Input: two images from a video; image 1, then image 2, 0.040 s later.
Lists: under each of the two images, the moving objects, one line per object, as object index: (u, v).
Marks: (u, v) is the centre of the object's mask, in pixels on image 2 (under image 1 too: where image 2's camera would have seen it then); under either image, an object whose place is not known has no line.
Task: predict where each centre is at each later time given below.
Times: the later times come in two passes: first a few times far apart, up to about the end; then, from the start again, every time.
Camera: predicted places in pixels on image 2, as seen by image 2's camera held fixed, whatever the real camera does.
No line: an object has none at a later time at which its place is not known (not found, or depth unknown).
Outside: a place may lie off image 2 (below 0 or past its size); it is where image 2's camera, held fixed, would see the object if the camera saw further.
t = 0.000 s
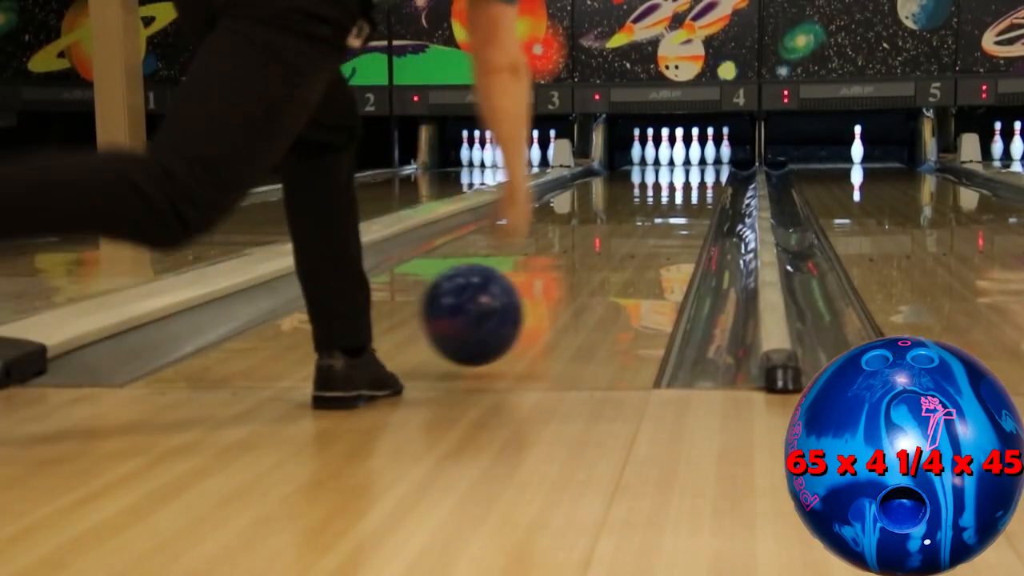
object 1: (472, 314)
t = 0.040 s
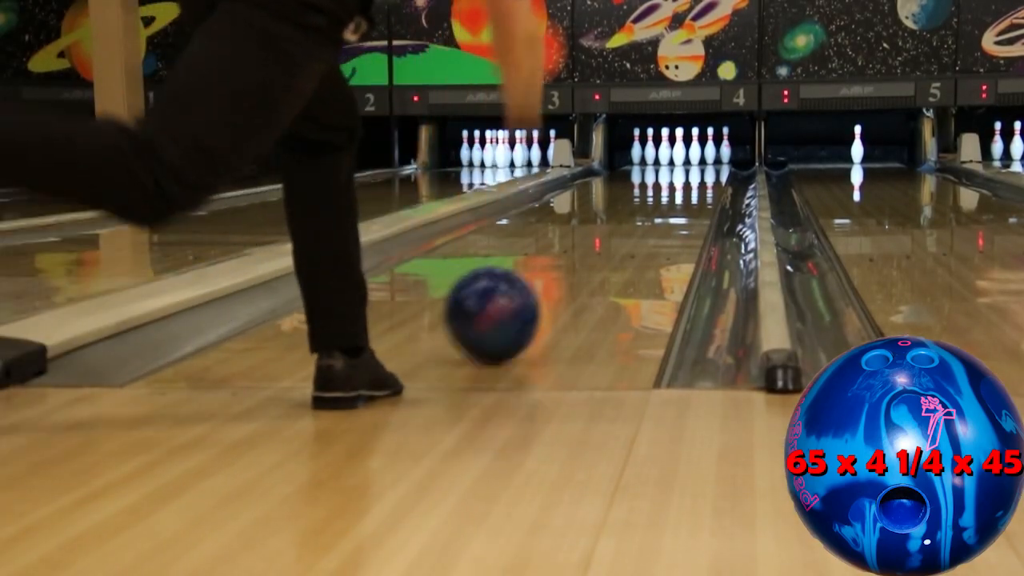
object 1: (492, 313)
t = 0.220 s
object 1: (557, 269)
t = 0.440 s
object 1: (606, 236)
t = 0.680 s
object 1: (638, 213)
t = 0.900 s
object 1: (658, 197)
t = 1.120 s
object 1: (672, 187)
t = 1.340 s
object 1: (683, 178)
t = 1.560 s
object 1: (690, 171)
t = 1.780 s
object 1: (695, 166)
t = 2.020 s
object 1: (696, 162)
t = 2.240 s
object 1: (692, 158)
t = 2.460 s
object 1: (685, 155)
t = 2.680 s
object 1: (682, 154)
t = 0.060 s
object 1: (501, 307)
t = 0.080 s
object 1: (510, 301)
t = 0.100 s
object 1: (517, 296)
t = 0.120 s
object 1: (525, 291)
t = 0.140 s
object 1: (533, 286)
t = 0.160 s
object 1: (539, 281)
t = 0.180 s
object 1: (545, 277)
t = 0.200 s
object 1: (551, 273)
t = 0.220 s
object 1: (557, 269)
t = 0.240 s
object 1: (563, 265)
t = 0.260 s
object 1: (568, 262)
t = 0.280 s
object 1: (573, 258)
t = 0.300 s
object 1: (578, 256)
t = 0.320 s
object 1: (582, 252)
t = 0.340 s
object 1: (587, 248)
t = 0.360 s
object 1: (590, 246)
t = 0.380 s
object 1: (595, 243)
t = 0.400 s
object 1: (598, 240)
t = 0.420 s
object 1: (602, 239)
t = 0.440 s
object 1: (606, 236)
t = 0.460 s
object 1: (609, 234)
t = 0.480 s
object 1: (612, 231)
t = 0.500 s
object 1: (615, 229)
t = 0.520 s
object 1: (618, 227)
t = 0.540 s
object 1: (621, 225)
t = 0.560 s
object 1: (624, 223)
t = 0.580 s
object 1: (626, 221)
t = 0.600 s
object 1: (629, 220)
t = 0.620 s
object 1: (631, 218)
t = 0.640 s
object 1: (633, 216)
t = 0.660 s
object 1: (636, 214)
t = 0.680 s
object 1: (638, 213)
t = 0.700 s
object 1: (641, 211)
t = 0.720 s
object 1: (642, 210)
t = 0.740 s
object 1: (644, 209)
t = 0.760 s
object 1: (646, 207)
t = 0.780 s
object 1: (649, 205)
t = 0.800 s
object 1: (650, 204)
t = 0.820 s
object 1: (652, 203)
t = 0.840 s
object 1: (654, 201)
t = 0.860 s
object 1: (655, 200)
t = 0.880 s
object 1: (657, 199)
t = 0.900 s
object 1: (658, 197)
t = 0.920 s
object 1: (660, 196)
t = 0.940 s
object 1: (661, 195)
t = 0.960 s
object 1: (663, 194)
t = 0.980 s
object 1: (664, 193)
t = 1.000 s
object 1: (665, 192)
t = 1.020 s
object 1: (666, 191)
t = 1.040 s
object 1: (668, 190)
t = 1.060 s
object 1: (669, 189)
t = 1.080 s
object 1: (671, 189)
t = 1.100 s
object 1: (671, 188)
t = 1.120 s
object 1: (672, 187)
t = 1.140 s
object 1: (673, 186)
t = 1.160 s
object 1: (674, 185)
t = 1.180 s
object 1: (675, 184)
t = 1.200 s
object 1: (677, 184)
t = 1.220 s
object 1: (678, 183)
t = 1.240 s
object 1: (679, 182)
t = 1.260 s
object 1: (679, 182)
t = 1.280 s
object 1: (680, 181)
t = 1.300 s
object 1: (681, 180)
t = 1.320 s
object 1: (682, 179)
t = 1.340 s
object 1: (683, 178)
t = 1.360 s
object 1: (684, 178)
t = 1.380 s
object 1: (684, 177)
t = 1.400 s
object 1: (685, 176)
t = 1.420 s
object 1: (686, 175)
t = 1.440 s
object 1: (687, 175)
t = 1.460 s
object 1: (687, 174)
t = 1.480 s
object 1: (688, 174)
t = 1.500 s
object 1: (689, 173)
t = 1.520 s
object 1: (689, 172)
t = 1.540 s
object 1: (690, 172)
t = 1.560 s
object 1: (690, 171)
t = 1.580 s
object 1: (691, 170)
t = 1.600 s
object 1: (692, 170)
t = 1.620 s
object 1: (692, 169)
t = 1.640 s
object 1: (693, 169)
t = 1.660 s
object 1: (693, 169)
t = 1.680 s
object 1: (693, 168)
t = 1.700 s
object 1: (694, 167)
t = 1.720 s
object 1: (694, 167)
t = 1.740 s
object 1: (695, 166)
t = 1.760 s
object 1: (695, 166)
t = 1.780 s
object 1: (695, 166)
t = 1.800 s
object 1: (695, 165)
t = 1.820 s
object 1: (696, 165)
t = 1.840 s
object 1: (696, 164)
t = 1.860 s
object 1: (696, 164)
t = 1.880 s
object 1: (696, 164)
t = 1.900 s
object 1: (696, 163)
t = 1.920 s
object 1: (696, 163)
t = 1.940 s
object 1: (696, 163)
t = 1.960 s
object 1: (696, 163)
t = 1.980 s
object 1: (696, 162)
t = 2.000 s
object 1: (696, 162)
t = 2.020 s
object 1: (696, 162)
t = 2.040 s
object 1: (696, 161)
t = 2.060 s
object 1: (695, 161)
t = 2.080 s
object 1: (695, 160)
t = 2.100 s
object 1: (695, 160)
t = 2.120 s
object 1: (695, 160)
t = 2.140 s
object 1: (694, 160)
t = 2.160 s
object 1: (694, 159)
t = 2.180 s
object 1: (693, 159)
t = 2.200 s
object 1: (693, 158)
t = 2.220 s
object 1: (693, 158)
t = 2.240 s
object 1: (692, 158)
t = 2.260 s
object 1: (692, 157)
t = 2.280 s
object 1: (691, 157)
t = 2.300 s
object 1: (690, 157)
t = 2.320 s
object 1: (690, 157)
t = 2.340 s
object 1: (689, 157)
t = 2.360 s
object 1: (689, 157)
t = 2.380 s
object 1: (688, 156)
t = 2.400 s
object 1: (687, 156)
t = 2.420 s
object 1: (687, 156)
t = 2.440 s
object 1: (686, 155)
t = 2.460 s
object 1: (685, 155)
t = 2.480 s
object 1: (684, 155)
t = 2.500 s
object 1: (684, 155)
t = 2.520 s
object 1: (684, 155)
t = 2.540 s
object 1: (684, 155)
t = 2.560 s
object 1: (685, 155)
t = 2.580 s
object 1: (684, 155)
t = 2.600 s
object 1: (683, 154)
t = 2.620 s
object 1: (683, 154)
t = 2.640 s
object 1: (683, 154)
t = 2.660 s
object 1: (682, 154)
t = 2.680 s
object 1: (682, 154)
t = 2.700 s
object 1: (682, 154)
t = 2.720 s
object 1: (681, 154)
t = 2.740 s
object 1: (681, 154)
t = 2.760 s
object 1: (680, 153)
